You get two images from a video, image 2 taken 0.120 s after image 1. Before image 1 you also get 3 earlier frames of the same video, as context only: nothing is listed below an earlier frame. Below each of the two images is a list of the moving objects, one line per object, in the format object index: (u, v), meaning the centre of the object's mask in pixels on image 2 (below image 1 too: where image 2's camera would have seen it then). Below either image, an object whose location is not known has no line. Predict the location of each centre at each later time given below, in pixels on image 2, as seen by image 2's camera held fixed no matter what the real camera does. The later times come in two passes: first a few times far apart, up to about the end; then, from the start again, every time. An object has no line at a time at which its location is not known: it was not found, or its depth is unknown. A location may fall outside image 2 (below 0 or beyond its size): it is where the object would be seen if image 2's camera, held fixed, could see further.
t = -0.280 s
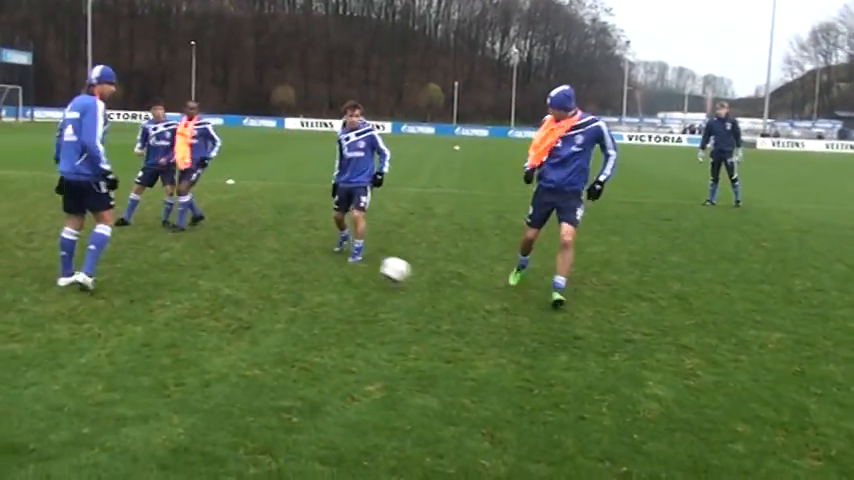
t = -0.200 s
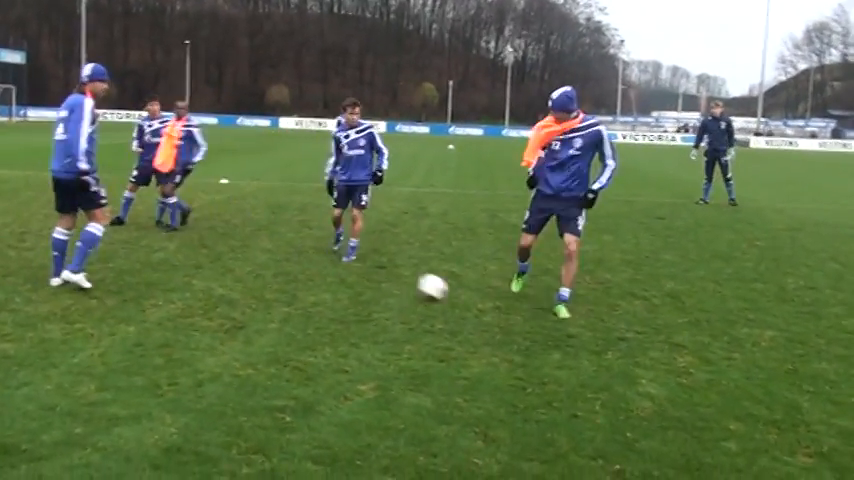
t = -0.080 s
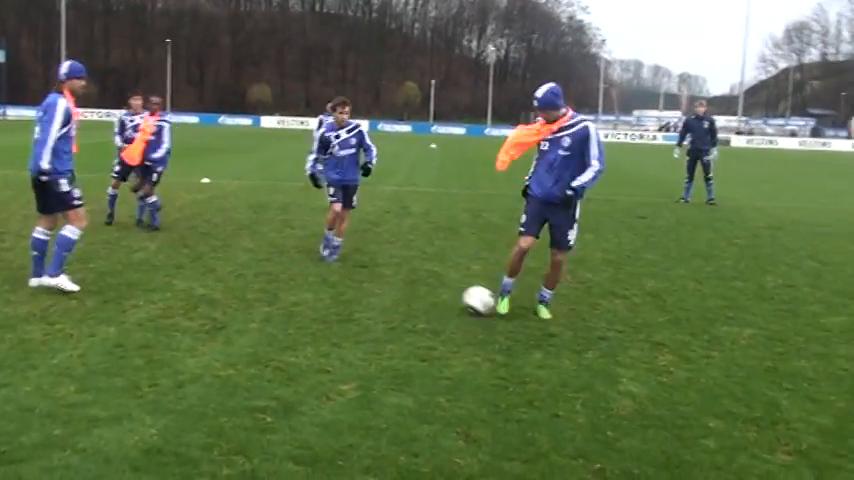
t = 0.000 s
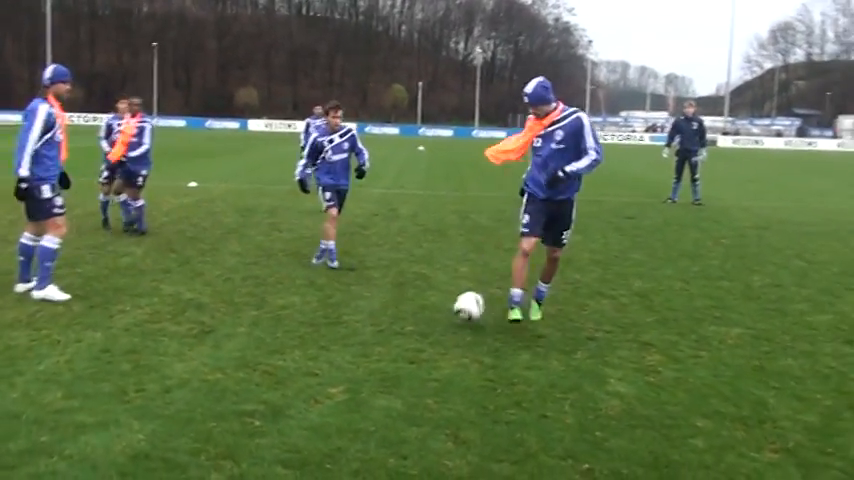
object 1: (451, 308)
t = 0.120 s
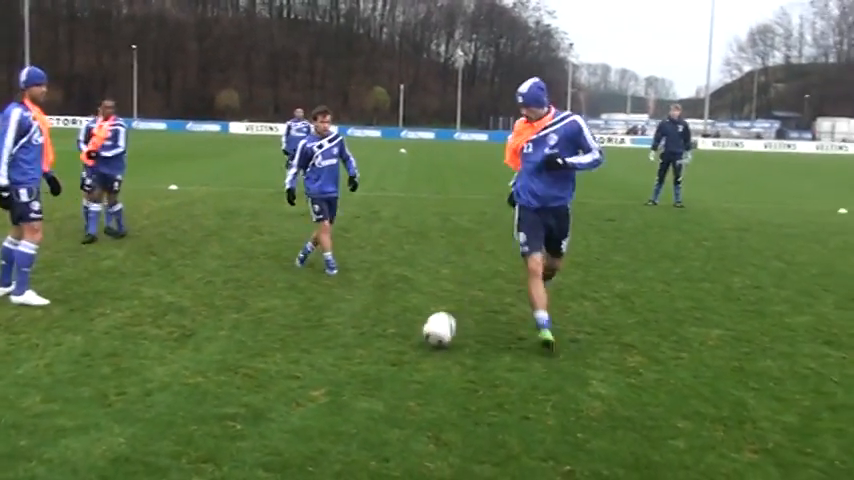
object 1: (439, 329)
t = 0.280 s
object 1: (431, 354)
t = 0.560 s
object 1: (439, 420)
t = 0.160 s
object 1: (435, 340)
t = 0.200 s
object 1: (433, 345)
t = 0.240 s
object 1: (432, 348)
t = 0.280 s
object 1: (431, 354)
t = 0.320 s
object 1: (429, 363)
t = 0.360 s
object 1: (427, 375)
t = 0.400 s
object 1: (428, 382)
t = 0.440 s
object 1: (431, 389)
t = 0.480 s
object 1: (433, 397)
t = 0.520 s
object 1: (436, 408)
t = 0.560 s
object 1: (439, 420)
